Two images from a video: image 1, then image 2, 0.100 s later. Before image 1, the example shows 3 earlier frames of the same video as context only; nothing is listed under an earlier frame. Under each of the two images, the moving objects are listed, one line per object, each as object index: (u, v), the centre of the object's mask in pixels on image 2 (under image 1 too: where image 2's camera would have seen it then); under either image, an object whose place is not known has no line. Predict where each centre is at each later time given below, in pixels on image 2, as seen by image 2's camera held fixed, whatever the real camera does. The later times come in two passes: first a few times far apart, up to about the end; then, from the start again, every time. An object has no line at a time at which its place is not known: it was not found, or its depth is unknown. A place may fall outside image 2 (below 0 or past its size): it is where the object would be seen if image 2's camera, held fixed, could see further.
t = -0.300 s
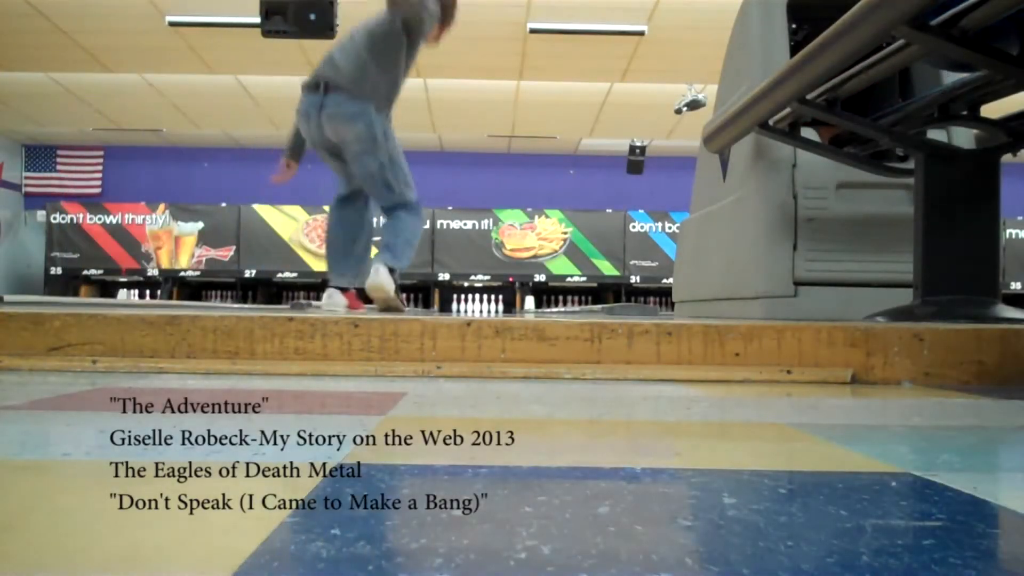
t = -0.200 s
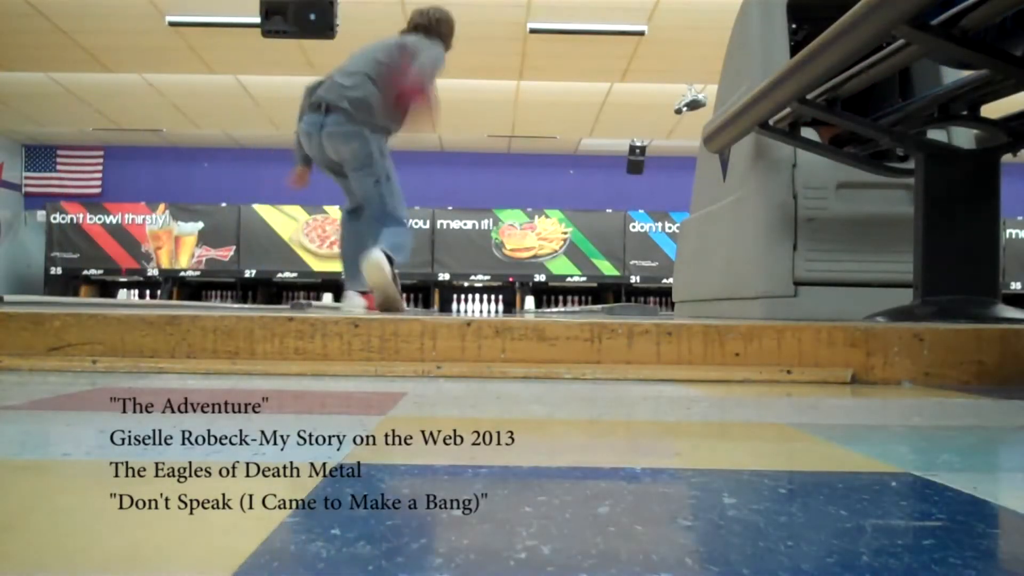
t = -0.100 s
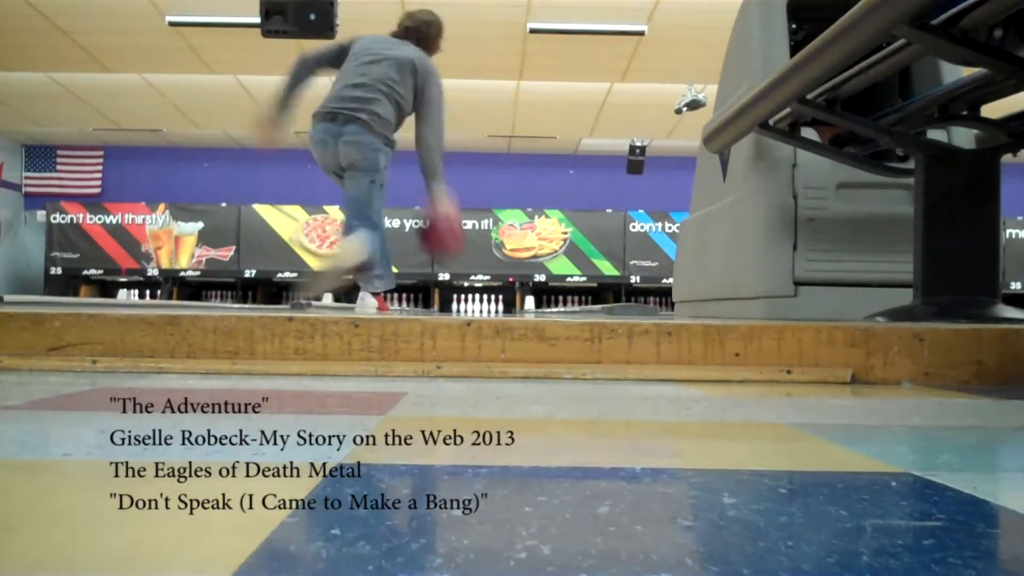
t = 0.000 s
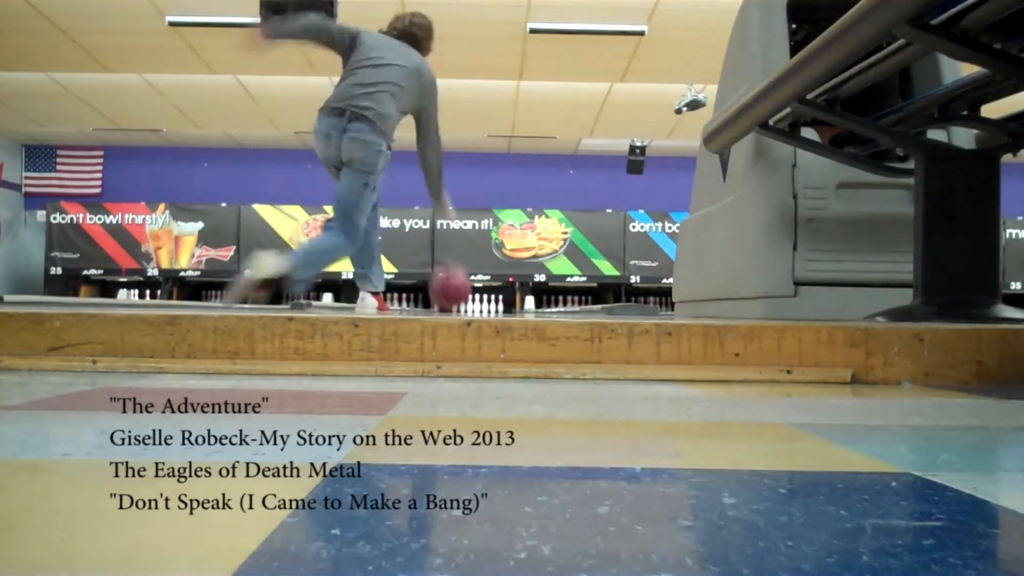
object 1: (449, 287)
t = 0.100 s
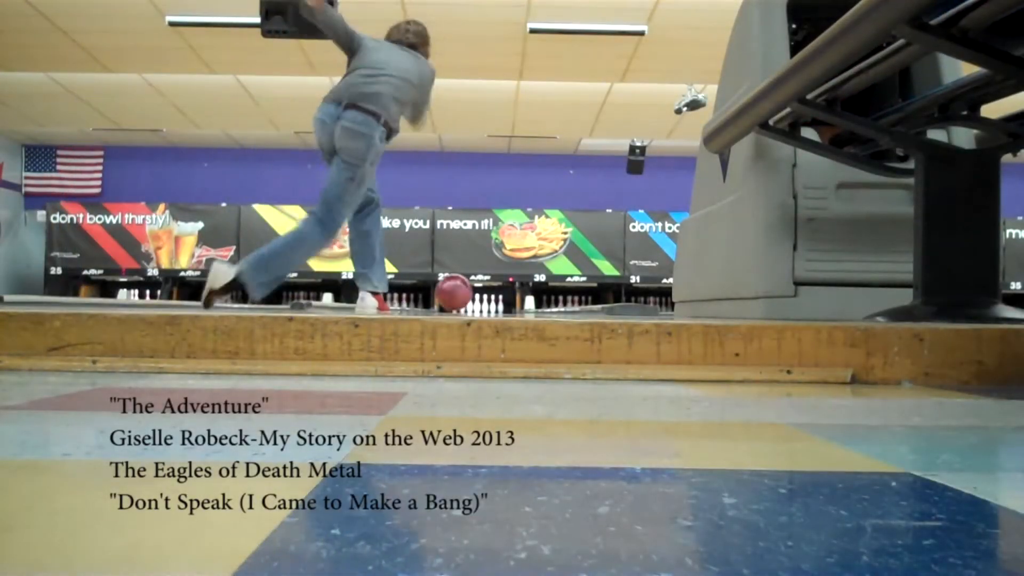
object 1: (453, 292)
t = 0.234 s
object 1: (457, 298)
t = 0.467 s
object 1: (462, 300)
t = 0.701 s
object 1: (465, 302)
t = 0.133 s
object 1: (455, 294)
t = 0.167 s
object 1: (456, 296)
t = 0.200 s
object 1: (456, 297)
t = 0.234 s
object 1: (457, 298)
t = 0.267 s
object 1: (458, 298)
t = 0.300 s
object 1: (459, 298)
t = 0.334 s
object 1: (459, 299)
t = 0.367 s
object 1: (460, 299)
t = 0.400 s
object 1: (461, 299)
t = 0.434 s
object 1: (461, 300)
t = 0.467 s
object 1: (462, 300)
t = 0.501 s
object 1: (462, 301)
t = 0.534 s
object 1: (463, 301)
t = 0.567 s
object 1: (463, 301)
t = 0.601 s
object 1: (463, 302)
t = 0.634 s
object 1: (464, 302)
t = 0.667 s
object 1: (464, 302)
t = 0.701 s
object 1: (465, 302)
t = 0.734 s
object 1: (465, 303)
